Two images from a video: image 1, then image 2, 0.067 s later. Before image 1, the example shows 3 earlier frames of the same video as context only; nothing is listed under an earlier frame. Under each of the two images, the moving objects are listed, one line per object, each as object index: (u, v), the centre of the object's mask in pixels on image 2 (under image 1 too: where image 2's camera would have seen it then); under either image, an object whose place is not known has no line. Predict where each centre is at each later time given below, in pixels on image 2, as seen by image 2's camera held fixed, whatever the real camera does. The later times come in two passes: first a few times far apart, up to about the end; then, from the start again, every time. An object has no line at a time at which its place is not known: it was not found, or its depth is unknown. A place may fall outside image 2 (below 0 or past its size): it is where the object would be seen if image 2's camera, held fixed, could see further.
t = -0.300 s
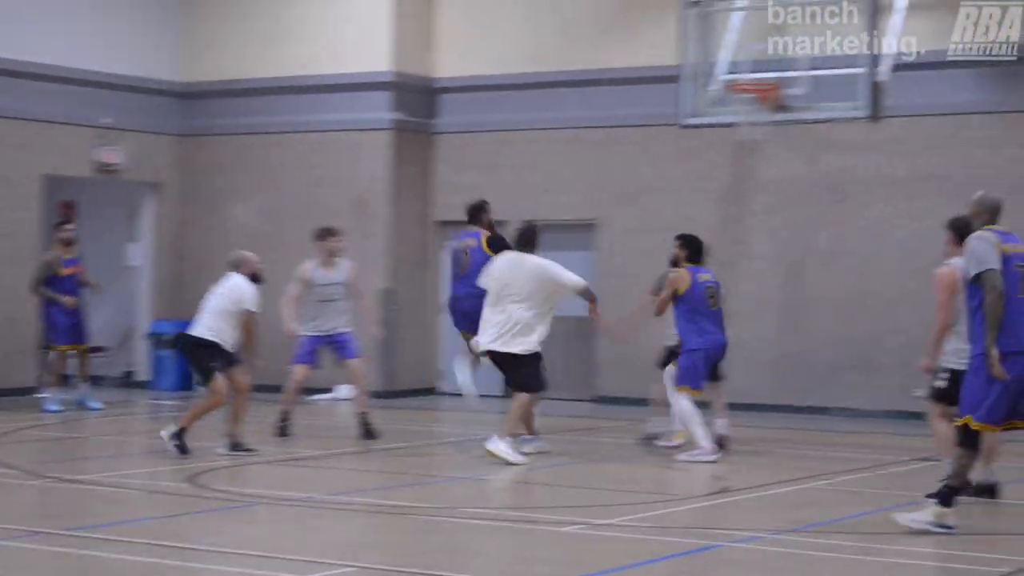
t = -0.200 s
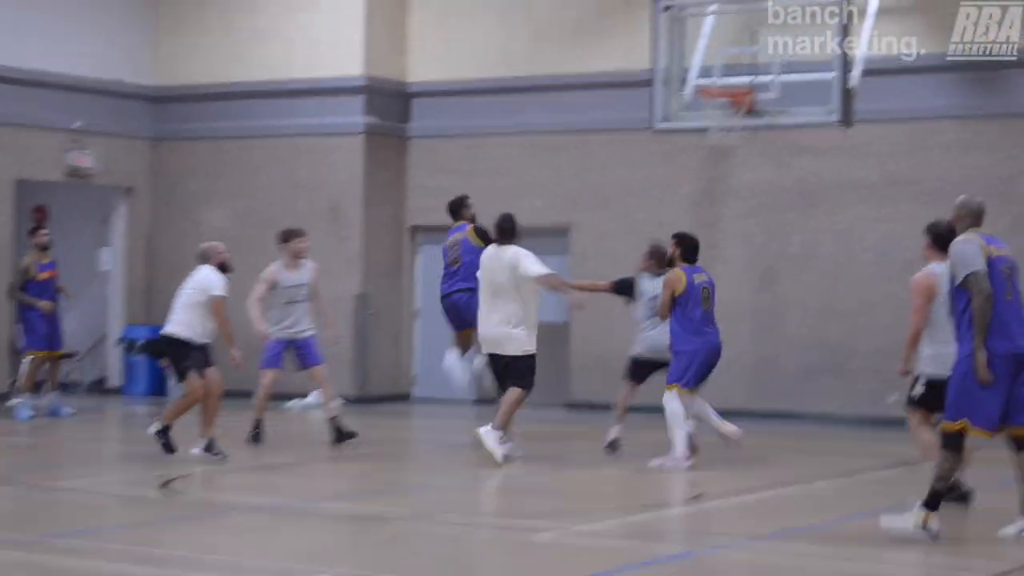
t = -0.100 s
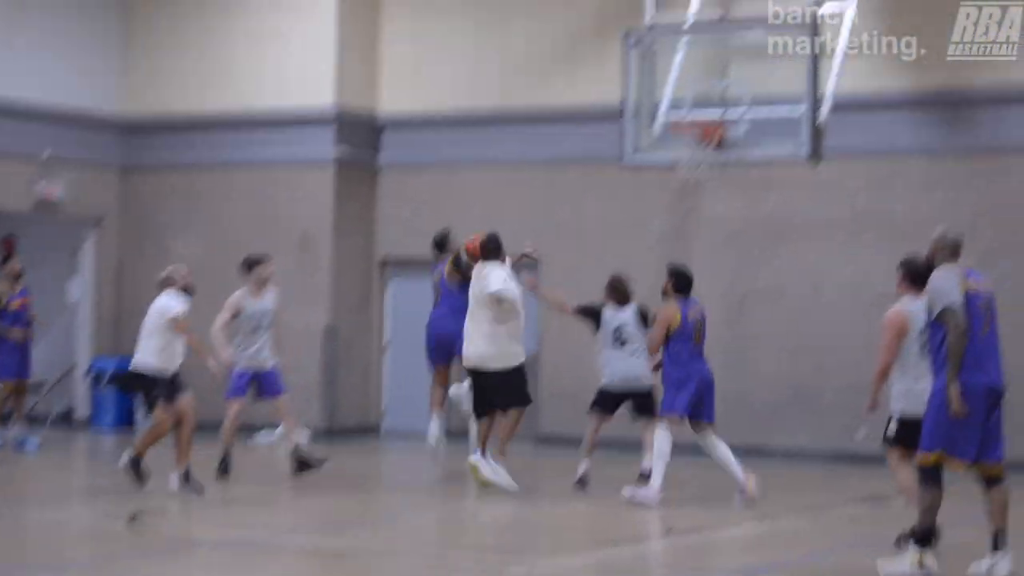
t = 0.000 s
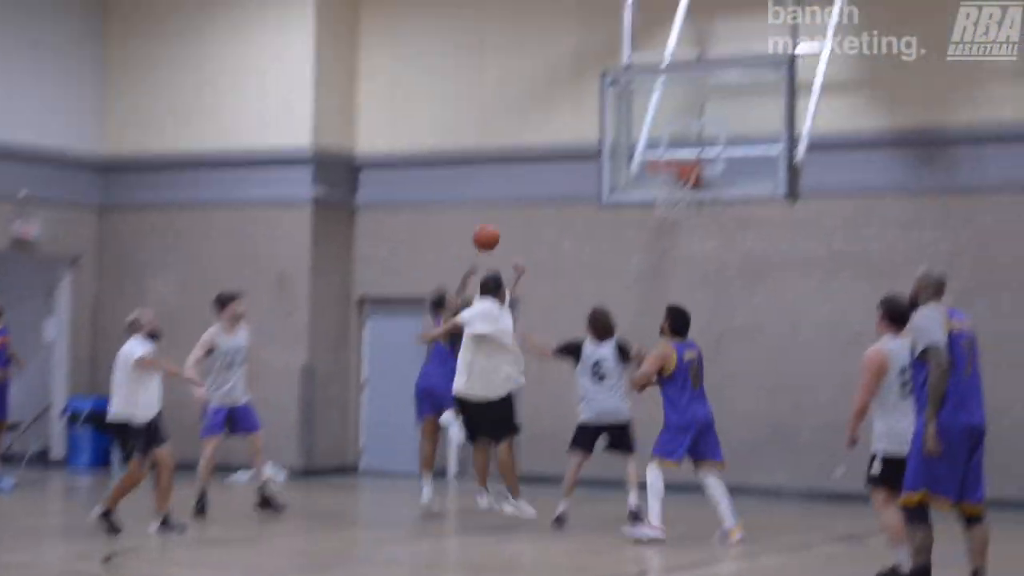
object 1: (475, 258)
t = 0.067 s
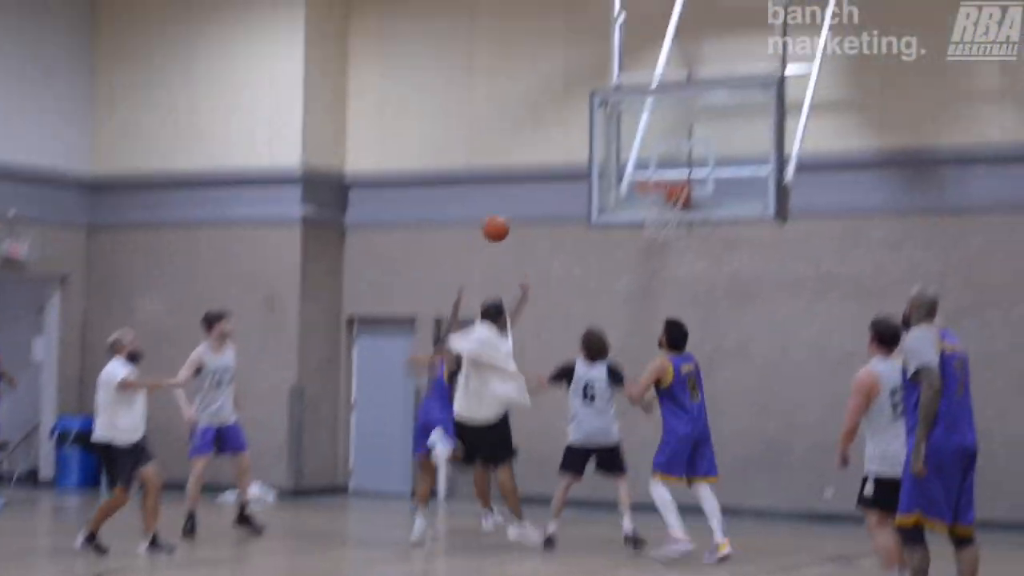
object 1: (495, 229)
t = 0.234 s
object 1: (545, 177)
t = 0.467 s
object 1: (613, 158)
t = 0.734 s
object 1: (652, 163)
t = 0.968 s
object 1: (645, 170)
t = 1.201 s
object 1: (646, 166)
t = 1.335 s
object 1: (650, 176)
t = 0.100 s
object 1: (505, 215)
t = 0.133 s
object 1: (516, 203)
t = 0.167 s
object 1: (526, 193)
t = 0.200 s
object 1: (536, 184)
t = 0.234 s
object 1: (545, 177)
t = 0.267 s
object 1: (555, 171)
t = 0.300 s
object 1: (565, 164)
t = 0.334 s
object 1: (575, 161)
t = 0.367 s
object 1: (584, 158)
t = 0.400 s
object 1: (594, 157)
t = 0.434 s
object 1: (603, 157)
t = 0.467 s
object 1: (613, 158)
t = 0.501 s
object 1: (621, 160)
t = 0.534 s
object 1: (632, 164)
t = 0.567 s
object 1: (641, 168)
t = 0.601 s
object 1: (650, 172)
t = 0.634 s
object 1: (653, 173)
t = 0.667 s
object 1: (652, 171)
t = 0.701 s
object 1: (652, 167)
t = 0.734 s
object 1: (652, 163)
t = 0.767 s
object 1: (651, 161)
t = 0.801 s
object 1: (650, 160)
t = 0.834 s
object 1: (650, 159)
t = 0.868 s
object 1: (648, 161)
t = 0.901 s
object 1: (648, 163)
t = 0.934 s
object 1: (646, 167)
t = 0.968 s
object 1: (645, 170)
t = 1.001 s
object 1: (645, 170)
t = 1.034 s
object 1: (645, 167)
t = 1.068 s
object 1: (645, 164)
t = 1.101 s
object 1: (646, 163)
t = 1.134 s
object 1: (646, 162)
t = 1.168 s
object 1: (646, 163)
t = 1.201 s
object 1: (646, 166)
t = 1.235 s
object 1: (646, 169)
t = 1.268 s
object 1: (646, 172)
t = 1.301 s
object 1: (646, 175)
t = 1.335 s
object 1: (650, 176)
